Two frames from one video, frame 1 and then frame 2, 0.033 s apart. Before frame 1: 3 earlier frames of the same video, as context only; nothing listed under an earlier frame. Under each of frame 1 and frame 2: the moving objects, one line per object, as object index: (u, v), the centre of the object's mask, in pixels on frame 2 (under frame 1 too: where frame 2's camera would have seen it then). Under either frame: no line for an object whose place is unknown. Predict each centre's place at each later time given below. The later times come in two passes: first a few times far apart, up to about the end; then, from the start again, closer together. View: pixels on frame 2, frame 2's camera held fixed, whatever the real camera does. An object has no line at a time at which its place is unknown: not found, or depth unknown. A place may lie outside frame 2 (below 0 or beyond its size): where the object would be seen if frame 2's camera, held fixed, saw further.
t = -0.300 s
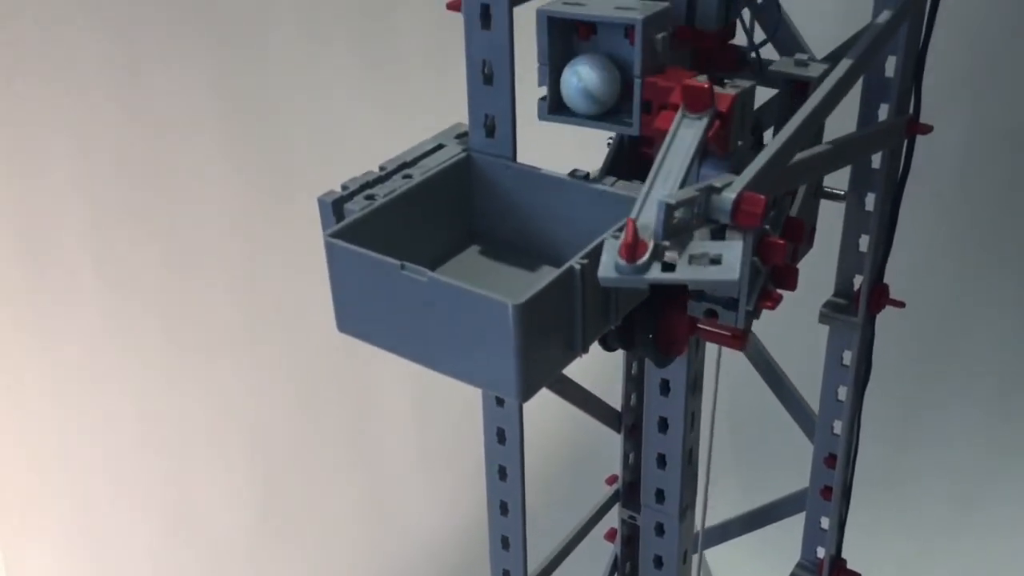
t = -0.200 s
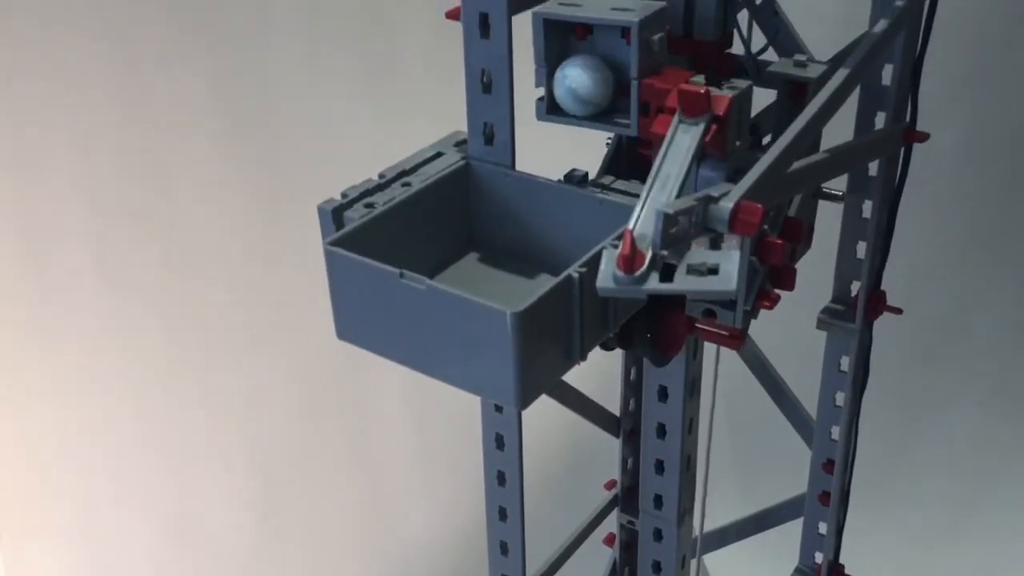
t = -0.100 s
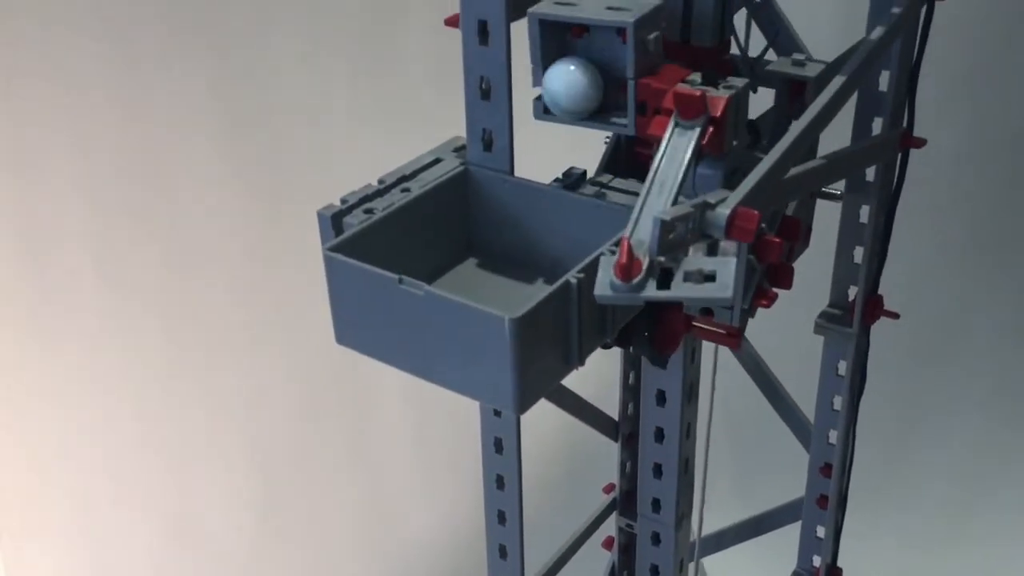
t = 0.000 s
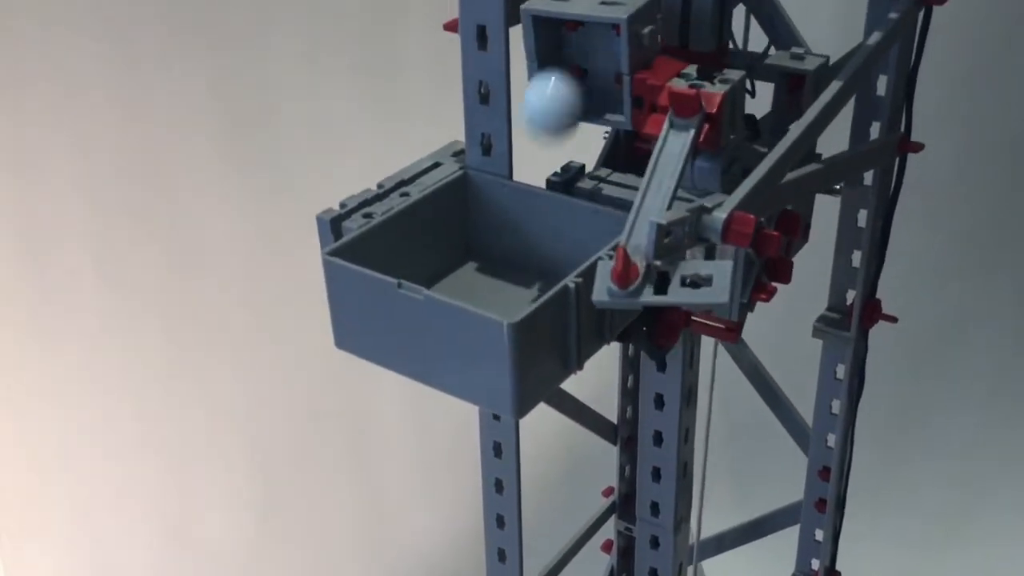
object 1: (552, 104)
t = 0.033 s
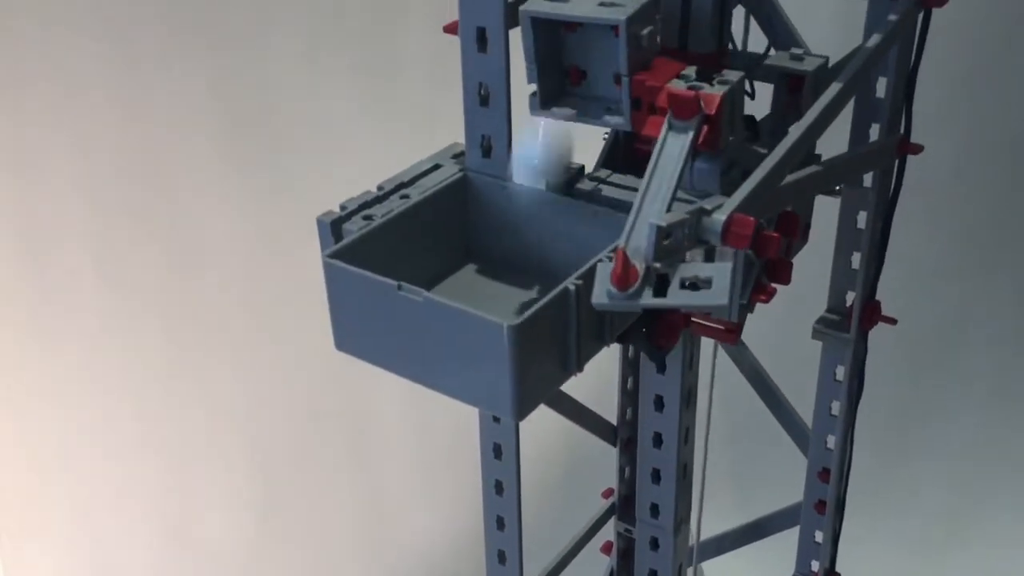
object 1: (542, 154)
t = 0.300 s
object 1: (502, 300)
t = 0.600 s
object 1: (500, 307)
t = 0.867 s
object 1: (500, 308)
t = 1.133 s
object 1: (501, 308)
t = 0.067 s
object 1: (529, 248)
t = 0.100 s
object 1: (513, 277)
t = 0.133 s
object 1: (499, 288)
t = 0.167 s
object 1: (497, 296)
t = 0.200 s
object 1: (498, 299)
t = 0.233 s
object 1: (501, 299)
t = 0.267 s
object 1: (499, 300)
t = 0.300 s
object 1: (502, 300)
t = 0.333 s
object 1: (502, 301)
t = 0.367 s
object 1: (500, 301)
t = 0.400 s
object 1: (503, 301)
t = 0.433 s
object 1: (500, 302)
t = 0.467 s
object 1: (499, 303)
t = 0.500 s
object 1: (498, 305)
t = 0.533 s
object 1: (499, 306)
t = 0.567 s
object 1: (500, 306)
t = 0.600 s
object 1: (500, 307)
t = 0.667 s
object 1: (501, 308)
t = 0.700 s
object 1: (500, 308)
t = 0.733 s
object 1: (500, 308)
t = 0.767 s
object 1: (500, 308)
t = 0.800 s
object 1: (501, 308)
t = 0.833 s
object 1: (501, 308)
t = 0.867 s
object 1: (500, 308)
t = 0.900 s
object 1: (501, 309)
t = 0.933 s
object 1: (501, 308)
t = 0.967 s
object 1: (500, 308)
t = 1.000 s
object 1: (500, 308)
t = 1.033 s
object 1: (500, 308)
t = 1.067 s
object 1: (501, 308)
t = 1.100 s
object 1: (500, 308)
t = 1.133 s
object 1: (501, 308)
